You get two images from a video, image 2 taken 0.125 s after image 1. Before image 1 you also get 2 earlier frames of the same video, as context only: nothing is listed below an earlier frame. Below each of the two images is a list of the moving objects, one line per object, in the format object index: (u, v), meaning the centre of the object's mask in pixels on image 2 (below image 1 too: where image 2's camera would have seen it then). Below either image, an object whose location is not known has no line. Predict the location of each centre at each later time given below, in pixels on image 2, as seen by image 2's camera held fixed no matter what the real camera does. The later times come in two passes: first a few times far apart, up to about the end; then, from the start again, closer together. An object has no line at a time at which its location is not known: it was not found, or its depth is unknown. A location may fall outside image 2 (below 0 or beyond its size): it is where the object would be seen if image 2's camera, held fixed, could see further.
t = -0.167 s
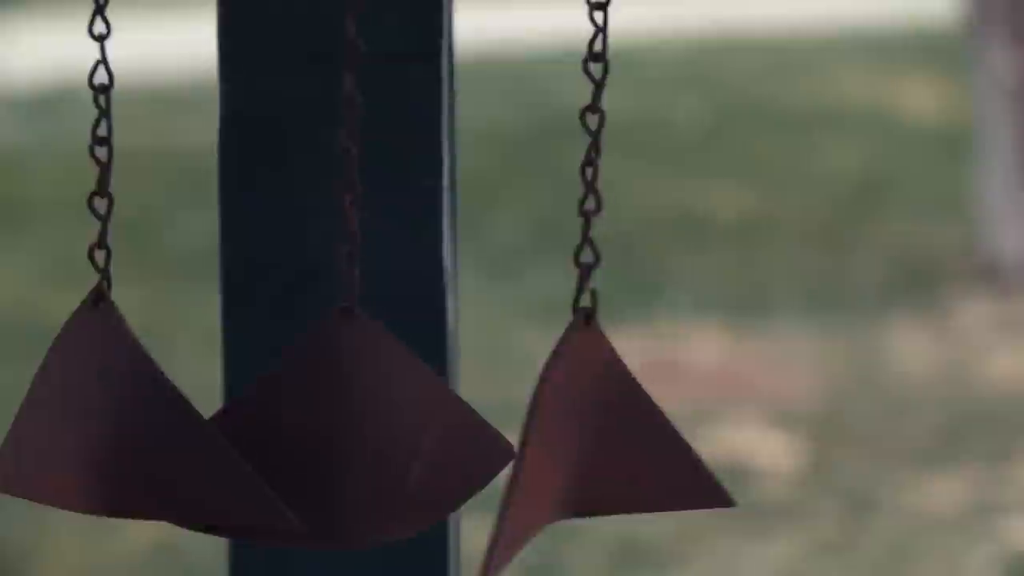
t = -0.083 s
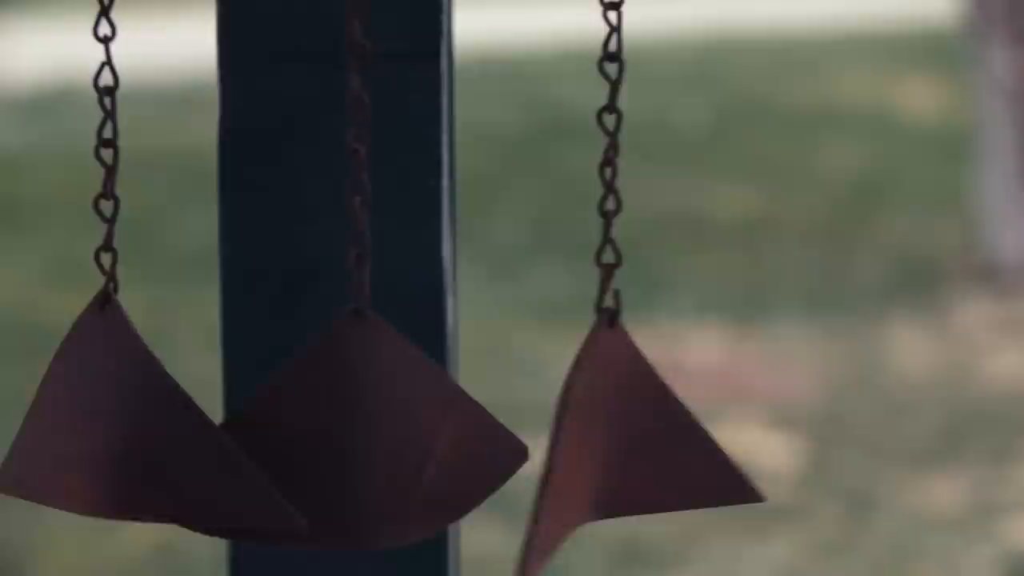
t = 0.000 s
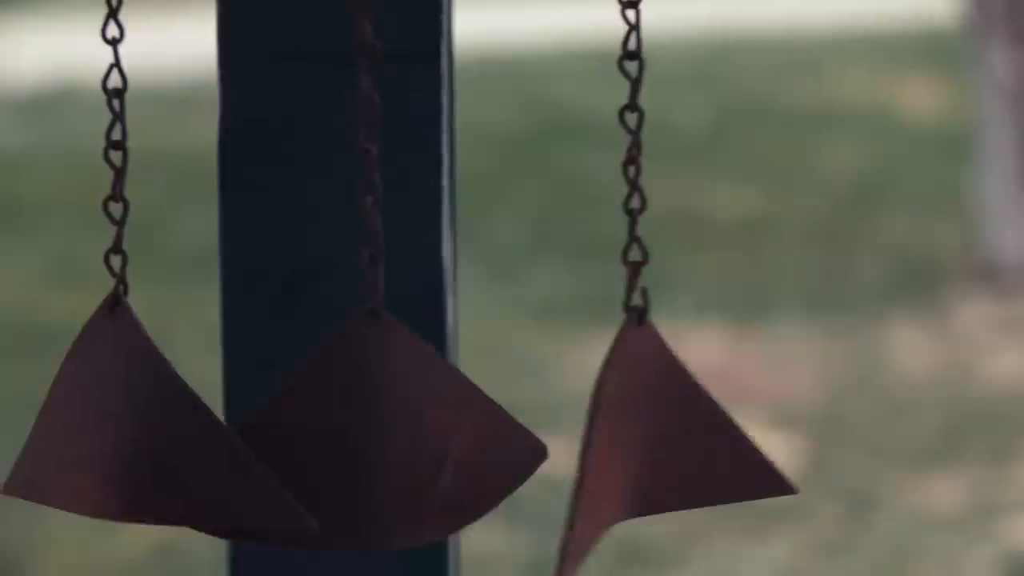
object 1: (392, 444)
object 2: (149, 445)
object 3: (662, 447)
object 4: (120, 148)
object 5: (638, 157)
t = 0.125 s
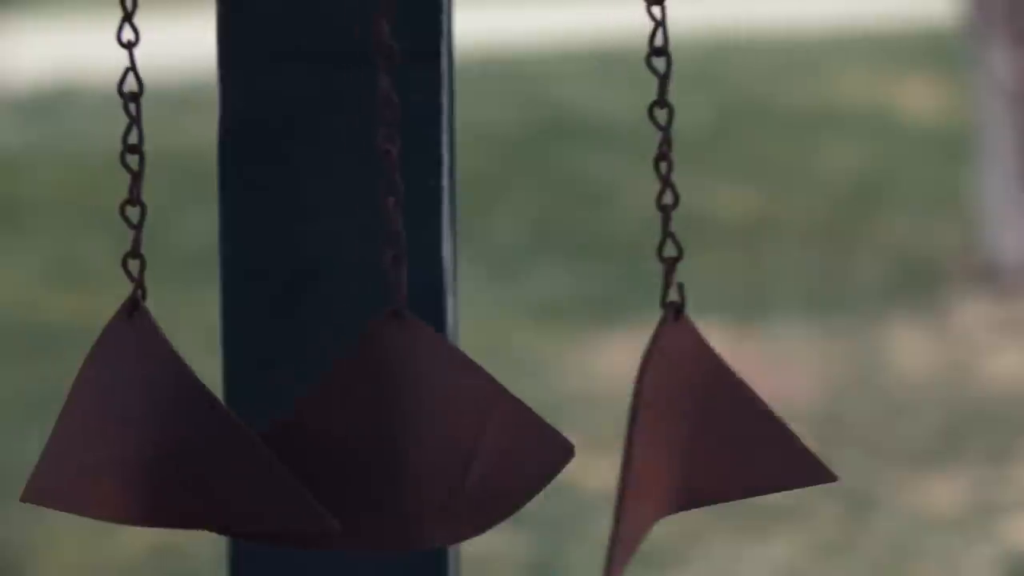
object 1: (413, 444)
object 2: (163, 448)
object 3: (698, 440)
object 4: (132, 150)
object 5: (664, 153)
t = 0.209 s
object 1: (420, 445)
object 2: (170, 450)
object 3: (707, 437)
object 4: (138, 152)
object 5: (670, 143)
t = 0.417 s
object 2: (186, 449)
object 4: (146, 151)
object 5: (660, 148)
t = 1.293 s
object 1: (408, 446)
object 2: (166, 451)
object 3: (679, 444)
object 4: (132, 150)
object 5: (652, 145)
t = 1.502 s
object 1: (426, 441)
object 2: (199, 449)
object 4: (154, 151)
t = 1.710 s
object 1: (419, 439)
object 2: (182, 445)
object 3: (665, 436)
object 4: (146, 149)
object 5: (646, 150)
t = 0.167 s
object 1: (417, 445)
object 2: (167, 450)
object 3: (704, 439)
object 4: (135, 152)
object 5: (668, 149)
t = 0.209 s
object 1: (420, 445)
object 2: (170, 450)
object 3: (707, 437)
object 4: (138, 152)
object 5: (670, 143)
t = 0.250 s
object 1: (422, 445)
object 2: (174, 451)
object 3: (708, 436)
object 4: (141, 152)
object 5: (672, 143)
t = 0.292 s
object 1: (424, 444)
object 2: (178, 450)
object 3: (707, 435)
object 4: (144, 153)
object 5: (672, 149)
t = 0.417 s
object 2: (186, 449)
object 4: (146, 151)
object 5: (660, 148)
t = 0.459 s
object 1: (421, 438)
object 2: (186, 447)
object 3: (677, 436)
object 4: (147, 150)
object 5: (655, 144)
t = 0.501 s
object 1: (419, 437)
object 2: (186, 445)
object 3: (667, 436)
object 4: (147, 150)
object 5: (649, 153)
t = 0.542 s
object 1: (416, 436)
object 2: (185, 444)
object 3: (657, 437)
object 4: (145, 149)
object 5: (642, 150)
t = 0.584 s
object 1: (413, 436)
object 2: (182, 444)
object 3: (648, 438)
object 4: (144, 149)
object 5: (637, 154)
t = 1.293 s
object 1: (408, 446)
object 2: (166, 451)
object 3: (679, 444)
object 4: (132, 150)
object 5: (652, 145)
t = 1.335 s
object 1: (412, 445)
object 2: (174, 450)
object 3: (681, 442)
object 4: (138, 151)
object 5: (653, 152)
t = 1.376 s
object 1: (417, 444)
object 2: (182, 451)
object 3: (682, 441)
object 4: (142, 151)
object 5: (654, 150)
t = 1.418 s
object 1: (421, 444)
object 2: (190, 451)
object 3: (683, 440)
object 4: (147, 151)
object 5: (656, 145)
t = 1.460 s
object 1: (424, 443)
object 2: (197, 452)
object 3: (683, 439)
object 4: (151, 151)
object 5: (656, 151)
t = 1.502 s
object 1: (426, 441)
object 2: (199, 449)
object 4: (154, 151)
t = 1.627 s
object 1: (424, 440)
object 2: (194, 447)
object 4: (152, 150)
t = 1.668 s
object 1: (423, 440)
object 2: (190, 446)
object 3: (669, 436)
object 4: (150, 150)
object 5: (648, 144)
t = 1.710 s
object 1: (419, 439)
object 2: (182, 445)
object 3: (665, 436)
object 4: (146, 149)
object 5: (646, 150)
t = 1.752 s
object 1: (413, 438)
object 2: (174, 444)
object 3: (662, 436)
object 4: (142, 150)
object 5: (644, 150)
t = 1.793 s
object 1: (408, 439)
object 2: (165, 443)
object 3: (658, 436)
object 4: (138, 150)
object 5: (642, 152)
